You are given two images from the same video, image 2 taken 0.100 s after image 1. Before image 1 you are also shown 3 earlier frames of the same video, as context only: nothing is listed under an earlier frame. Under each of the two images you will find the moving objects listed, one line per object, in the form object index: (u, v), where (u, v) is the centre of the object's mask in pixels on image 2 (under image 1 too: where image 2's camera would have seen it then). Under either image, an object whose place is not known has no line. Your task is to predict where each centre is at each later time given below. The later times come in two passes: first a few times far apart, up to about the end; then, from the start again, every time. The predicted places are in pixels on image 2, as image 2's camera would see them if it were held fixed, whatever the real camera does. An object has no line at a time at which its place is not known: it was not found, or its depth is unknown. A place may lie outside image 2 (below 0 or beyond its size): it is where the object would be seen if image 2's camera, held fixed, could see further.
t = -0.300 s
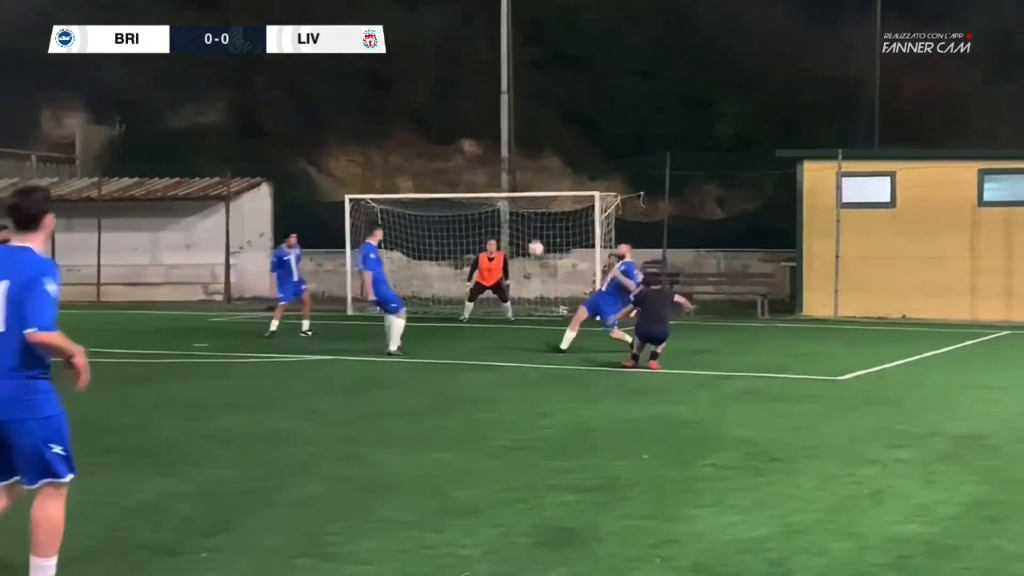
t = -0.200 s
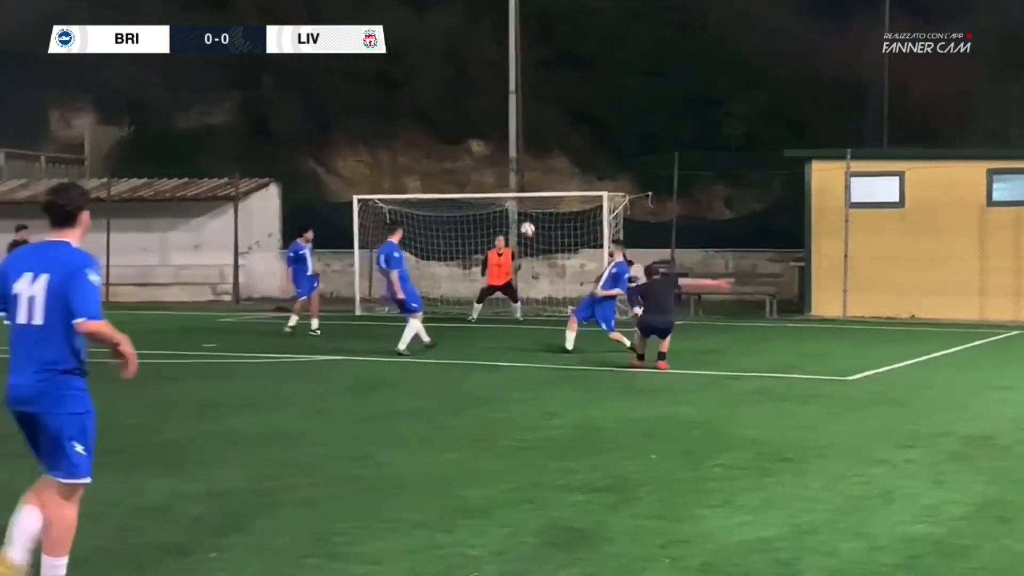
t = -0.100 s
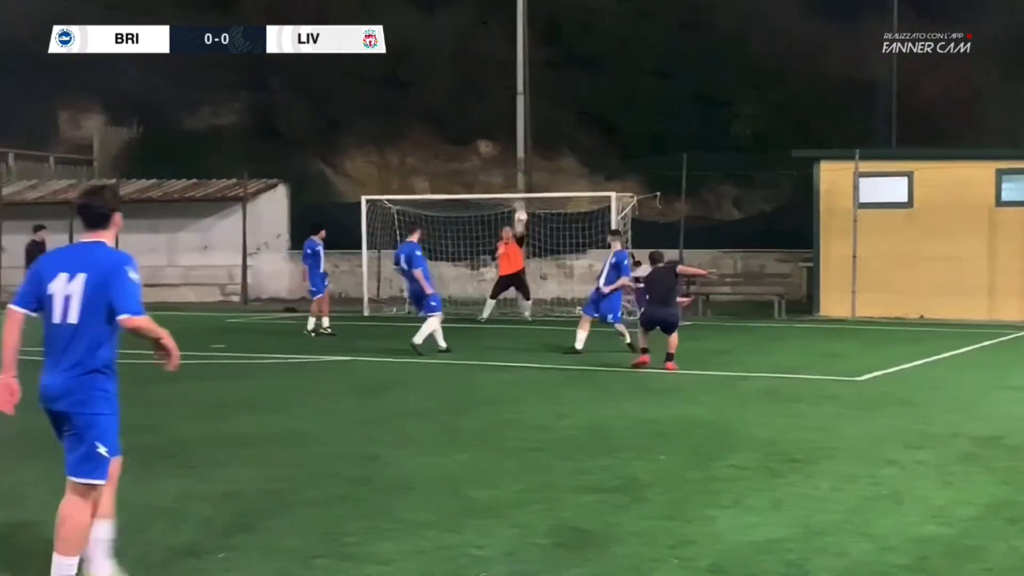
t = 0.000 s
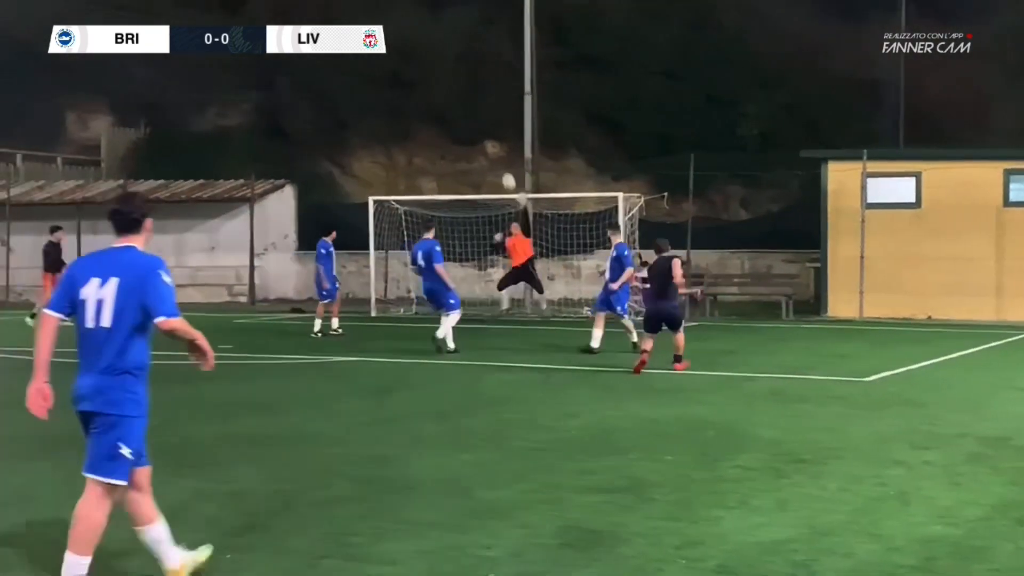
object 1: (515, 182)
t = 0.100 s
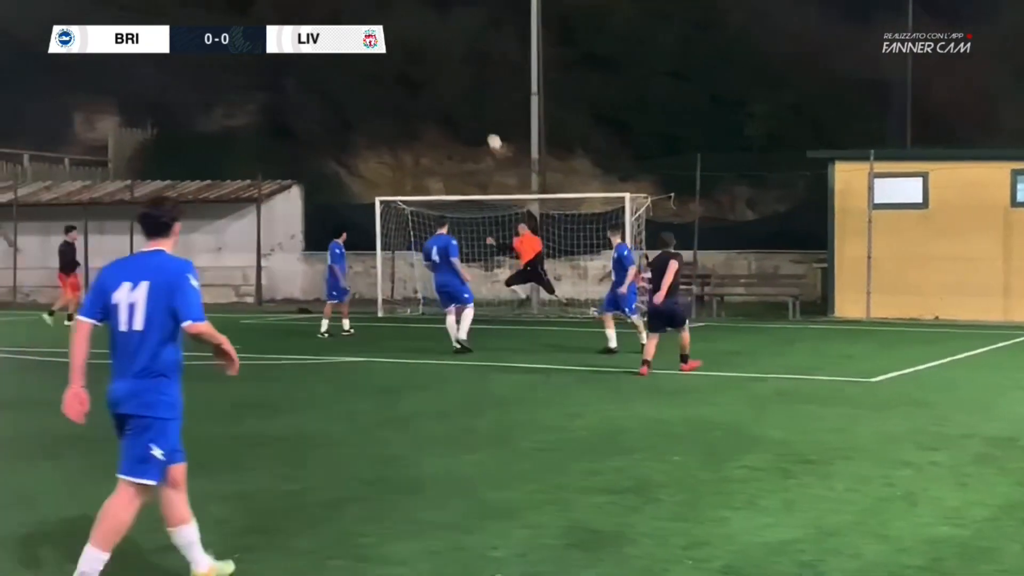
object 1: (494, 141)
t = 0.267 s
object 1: (462, 91)
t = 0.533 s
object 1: (416, 49)
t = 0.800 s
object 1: (376, 49)
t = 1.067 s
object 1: (340, 86)
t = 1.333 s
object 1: (305, 145)
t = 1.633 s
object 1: (283, 158)
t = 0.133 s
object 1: (488, 130)
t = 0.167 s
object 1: (481, 119)
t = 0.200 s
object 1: (475, 109)
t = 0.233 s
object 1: (468, 99)
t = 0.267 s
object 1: (462, 91)
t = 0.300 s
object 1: (456, 84)
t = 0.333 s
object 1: (450, 77)
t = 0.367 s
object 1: (444, 70)
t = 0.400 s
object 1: (439, 65)
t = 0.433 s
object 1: (433, 60)
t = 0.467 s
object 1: (427, 55)
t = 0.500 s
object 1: (422, 52)
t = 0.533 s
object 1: (416, 49)
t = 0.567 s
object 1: (411, 47)
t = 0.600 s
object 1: (405, 46)
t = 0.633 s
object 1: (400, 45)
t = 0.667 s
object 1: (395, 45)
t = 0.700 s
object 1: (390, 45)
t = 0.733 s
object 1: (385, 46)
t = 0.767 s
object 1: (380, 47)
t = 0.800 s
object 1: (376, 49)
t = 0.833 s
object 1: (371, 52)
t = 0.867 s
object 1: (366, 55)
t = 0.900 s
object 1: (362, 59)
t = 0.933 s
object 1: (357, 63)
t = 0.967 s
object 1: (353, 68)
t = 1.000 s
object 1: (349, 73)
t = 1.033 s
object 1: (345, 79)
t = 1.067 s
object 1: (340, 86)
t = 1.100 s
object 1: (337, 92)
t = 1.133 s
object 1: (332, 99)
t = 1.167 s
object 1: (328, 107)
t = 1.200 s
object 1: (324, 114)
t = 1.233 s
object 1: (320, 121)
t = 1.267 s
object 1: (315, 129)
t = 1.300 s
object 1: (311, 137)
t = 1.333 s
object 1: (305, 145)
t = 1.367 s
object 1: (300, 153)
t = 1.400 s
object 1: (295, 161)
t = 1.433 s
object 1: (289, 167)
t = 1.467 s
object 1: (284, 168)
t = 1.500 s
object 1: (284, 166)
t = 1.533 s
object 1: (283, 163)
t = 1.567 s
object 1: (283, 161)
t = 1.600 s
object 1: (283, 159)
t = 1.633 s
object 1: (283, 158)
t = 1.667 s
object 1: (282, 157)
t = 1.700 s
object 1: (282, 157)
